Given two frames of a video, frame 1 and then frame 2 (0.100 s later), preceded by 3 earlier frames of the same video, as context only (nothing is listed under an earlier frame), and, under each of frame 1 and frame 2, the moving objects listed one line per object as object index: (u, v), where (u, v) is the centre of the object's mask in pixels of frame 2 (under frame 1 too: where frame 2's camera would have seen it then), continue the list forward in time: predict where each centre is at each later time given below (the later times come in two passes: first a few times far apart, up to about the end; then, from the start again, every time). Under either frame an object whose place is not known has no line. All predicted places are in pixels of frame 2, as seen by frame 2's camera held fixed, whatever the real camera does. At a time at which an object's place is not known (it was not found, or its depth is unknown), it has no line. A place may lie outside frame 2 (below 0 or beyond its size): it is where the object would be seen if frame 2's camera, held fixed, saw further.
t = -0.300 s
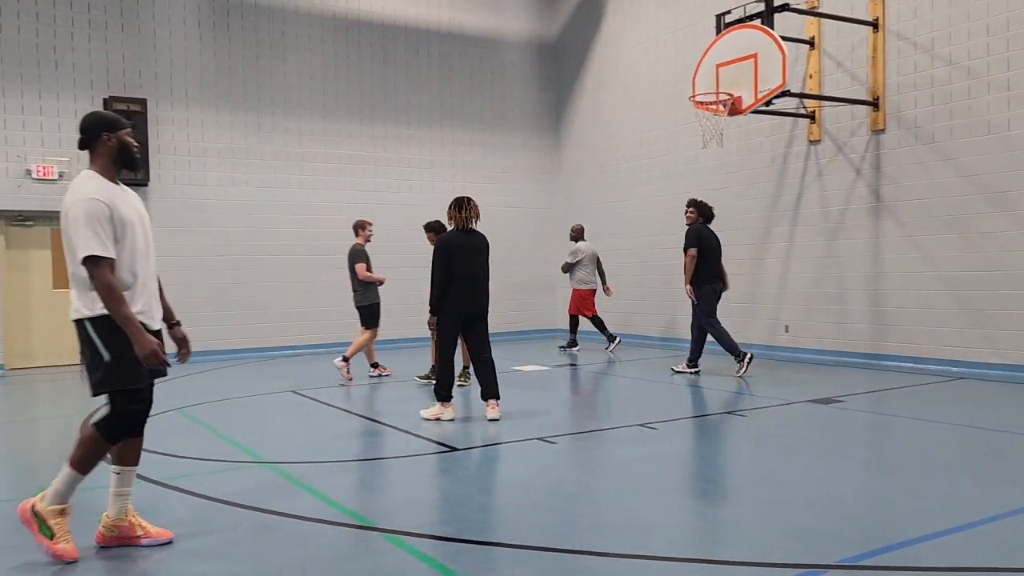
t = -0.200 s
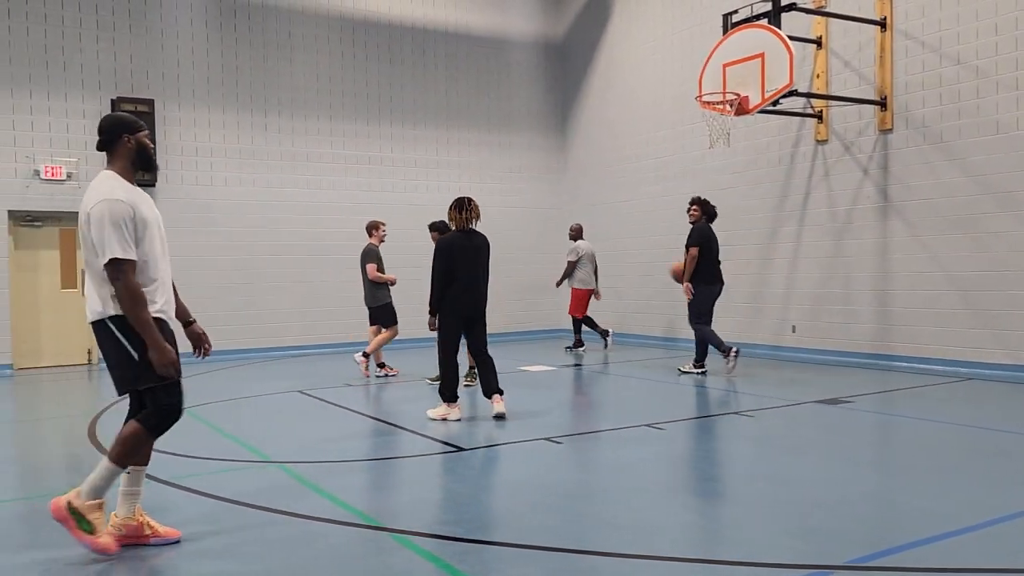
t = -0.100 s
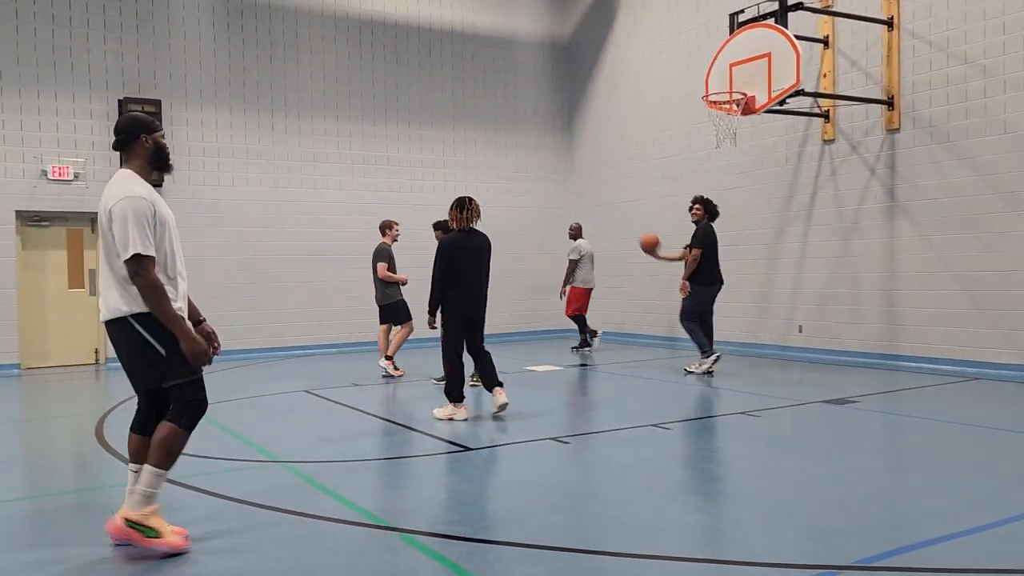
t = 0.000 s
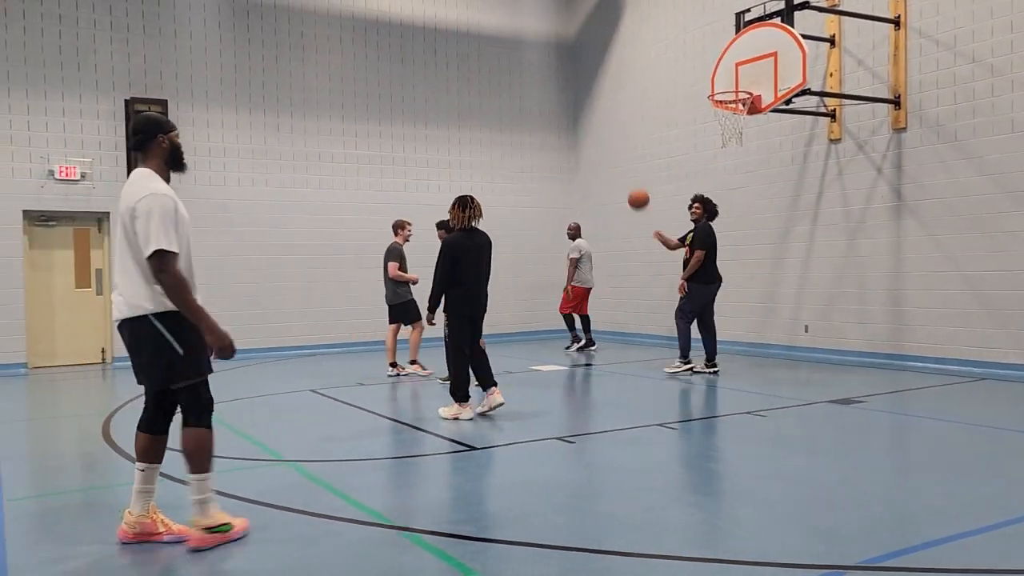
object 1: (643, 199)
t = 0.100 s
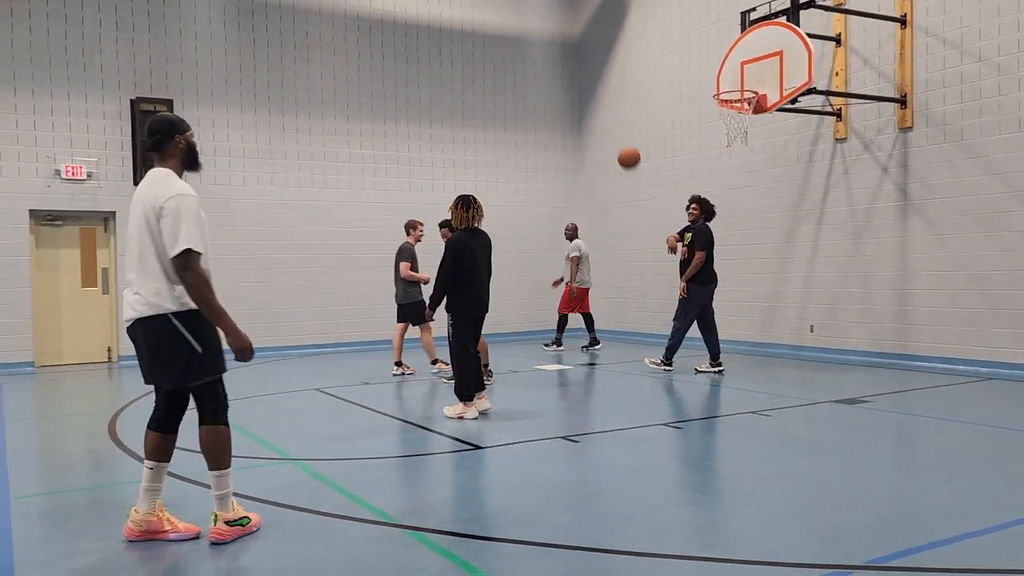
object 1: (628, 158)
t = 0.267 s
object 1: (599, 98)
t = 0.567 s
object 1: (520, 41)
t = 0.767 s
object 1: (438, 61)
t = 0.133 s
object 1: (623, 145)
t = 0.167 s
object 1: (618, 133)
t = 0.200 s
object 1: (612, 121)
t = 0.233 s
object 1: (605, 110)
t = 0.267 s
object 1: (599, 98)
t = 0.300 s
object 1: (592, 88)
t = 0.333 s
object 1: (585, 79)
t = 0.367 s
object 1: (577, 71)
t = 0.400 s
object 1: (569, 63)
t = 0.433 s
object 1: (560, 56)
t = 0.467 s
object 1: (551, 50)
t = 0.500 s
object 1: (542, 46)
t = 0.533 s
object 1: (531, 42)
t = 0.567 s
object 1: (520, 41)
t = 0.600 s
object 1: (509, 40)
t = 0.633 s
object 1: (497, 41)
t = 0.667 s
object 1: (483, 43)
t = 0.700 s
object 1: (469, 46)
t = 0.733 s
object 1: (454, 52)
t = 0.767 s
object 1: (438, 61)
